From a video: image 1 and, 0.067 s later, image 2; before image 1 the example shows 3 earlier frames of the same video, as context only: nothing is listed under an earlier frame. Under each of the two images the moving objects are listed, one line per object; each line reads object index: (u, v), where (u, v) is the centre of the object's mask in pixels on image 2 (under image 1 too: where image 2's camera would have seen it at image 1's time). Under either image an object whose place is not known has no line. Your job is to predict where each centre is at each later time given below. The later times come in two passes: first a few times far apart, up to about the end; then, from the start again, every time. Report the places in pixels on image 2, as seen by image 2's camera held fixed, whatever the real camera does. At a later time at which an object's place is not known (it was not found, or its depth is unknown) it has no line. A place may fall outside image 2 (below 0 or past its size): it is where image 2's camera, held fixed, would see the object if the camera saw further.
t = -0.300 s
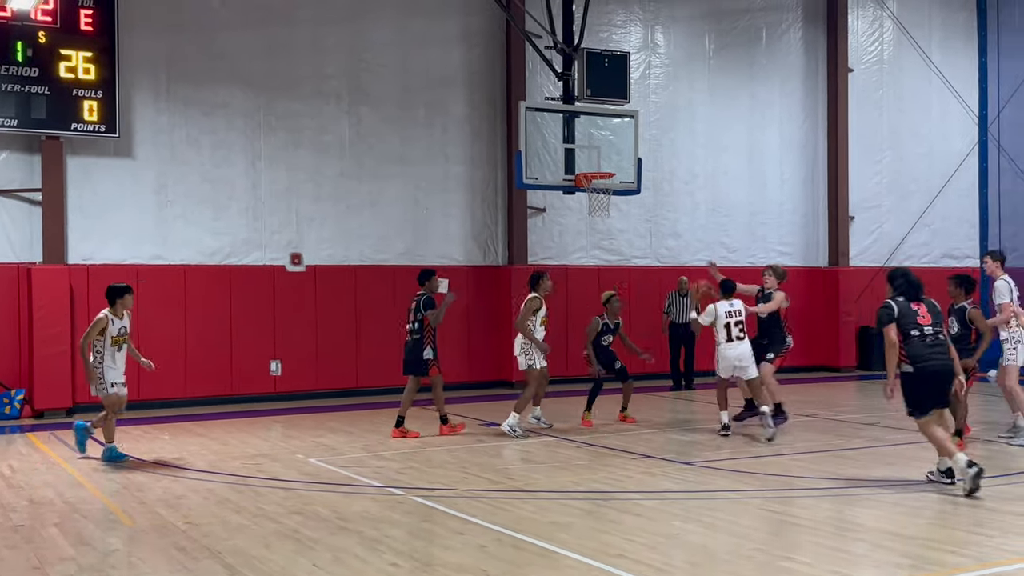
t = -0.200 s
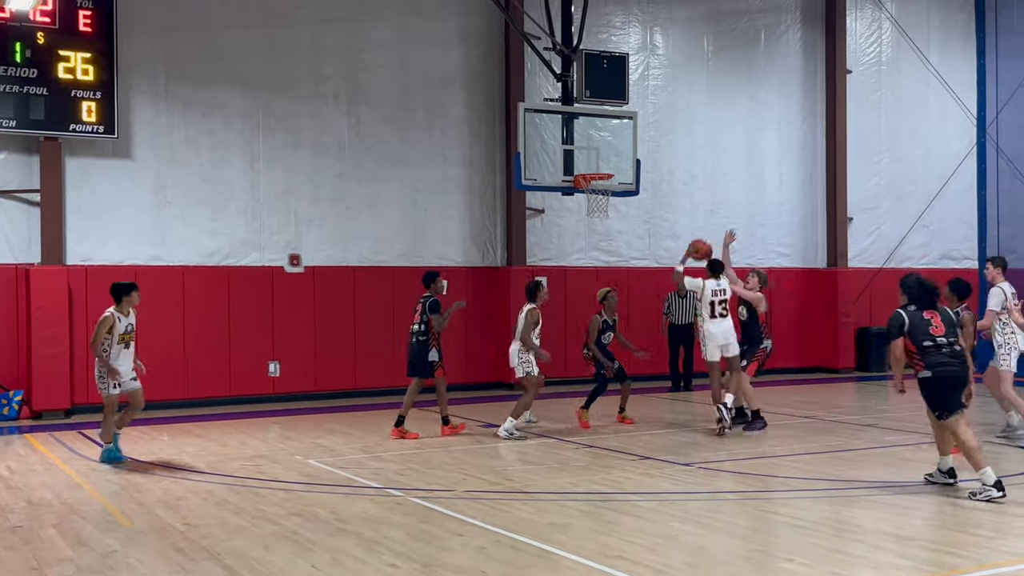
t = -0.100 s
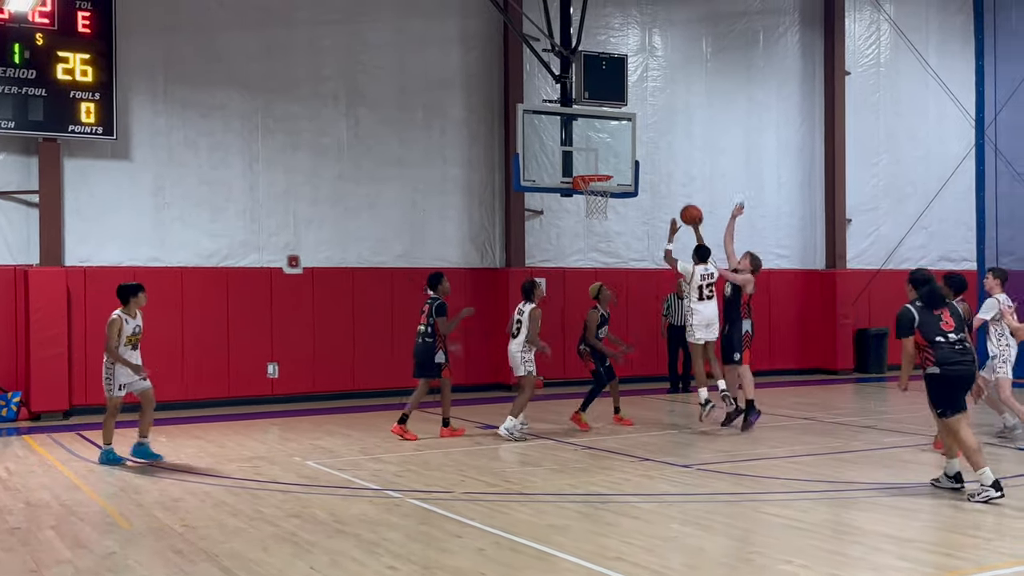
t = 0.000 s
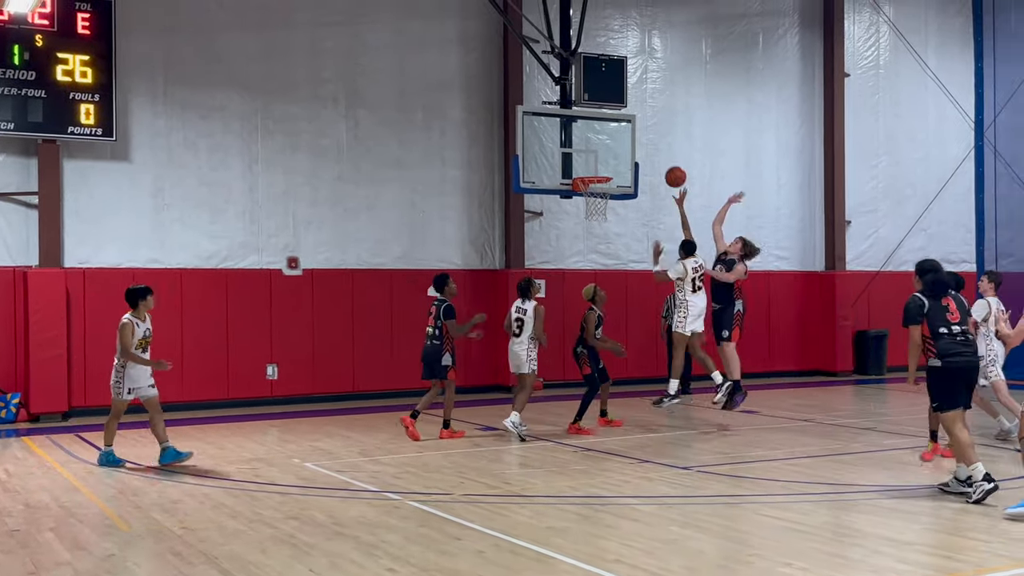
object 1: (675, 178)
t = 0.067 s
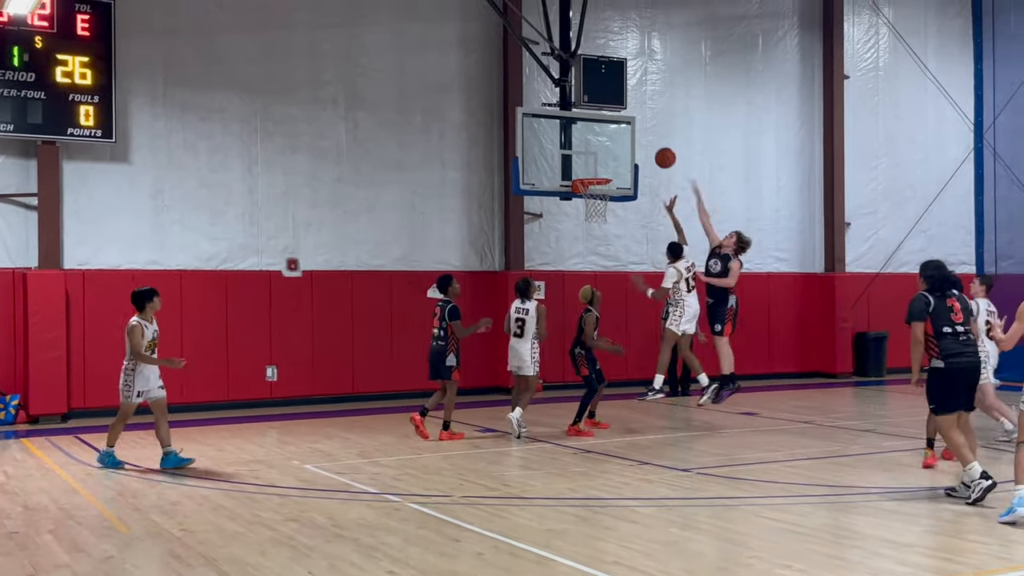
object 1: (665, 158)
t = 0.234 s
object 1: (642, 125)
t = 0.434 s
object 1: (617, 118)
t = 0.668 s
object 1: (592, 148)
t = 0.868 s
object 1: (615, 166)
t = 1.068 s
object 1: (637, 153)
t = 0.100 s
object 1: (660, 149)
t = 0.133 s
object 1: (655, 142)
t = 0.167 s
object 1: (651, 135)
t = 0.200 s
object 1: (647, 130)
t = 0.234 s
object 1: (642, 125)
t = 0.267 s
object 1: (638, 122)
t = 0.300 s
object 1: (634, 119)
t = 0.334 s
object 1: (630, 118)
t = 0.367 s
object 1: (625, 117)
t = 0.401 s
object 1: (622, 117)
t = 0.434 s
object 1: (617, 118)
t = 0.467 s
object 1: (614, 120)
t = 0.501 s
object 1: (610, 123)
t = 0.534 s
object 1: (606, 126)
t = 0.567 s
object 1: (602, 130)
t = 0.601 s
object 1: (599, 136)
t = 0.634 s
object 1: (595, 142)
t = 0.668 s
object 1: (592, 148)
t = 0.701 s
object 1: (594, 152)
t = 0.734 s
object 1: (599, 156)
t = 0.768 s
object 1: (603, 161)
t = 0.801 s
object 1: (608, 166)
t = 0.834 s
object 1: (612, 171)
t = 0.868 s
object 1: (615, 166)
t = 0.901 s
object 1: (619, 162)
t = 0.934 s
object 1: (622, 159)
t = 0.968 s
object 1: (626, 156)
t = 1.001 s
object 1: (629, 154)
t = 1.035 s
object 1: (634, 153)
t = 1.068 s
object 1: (637, 153)
